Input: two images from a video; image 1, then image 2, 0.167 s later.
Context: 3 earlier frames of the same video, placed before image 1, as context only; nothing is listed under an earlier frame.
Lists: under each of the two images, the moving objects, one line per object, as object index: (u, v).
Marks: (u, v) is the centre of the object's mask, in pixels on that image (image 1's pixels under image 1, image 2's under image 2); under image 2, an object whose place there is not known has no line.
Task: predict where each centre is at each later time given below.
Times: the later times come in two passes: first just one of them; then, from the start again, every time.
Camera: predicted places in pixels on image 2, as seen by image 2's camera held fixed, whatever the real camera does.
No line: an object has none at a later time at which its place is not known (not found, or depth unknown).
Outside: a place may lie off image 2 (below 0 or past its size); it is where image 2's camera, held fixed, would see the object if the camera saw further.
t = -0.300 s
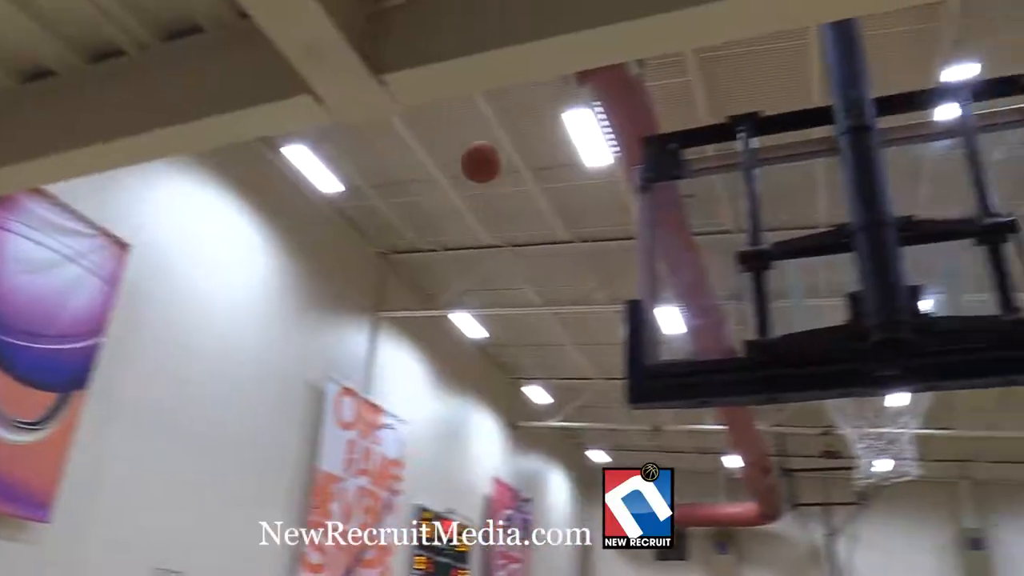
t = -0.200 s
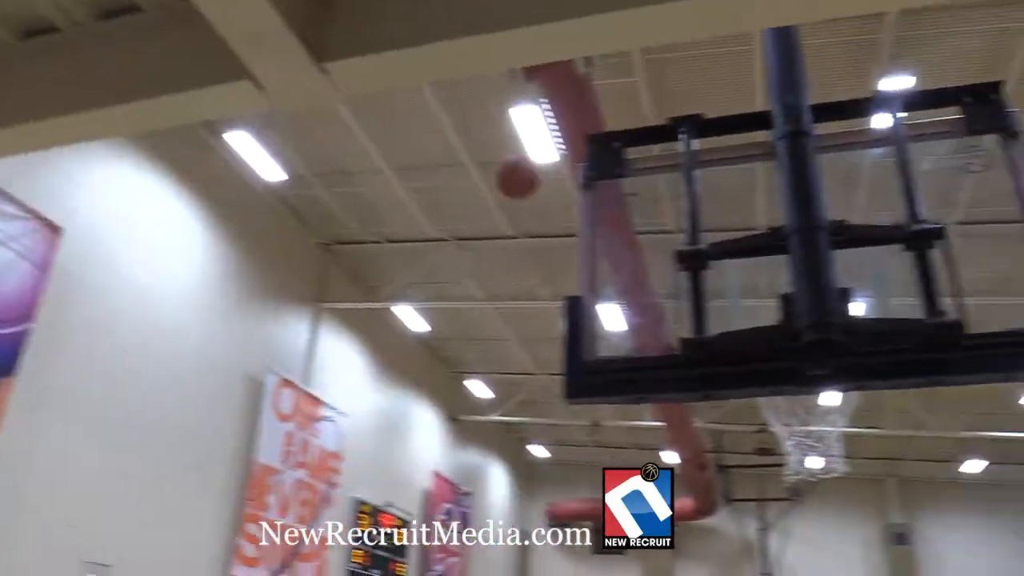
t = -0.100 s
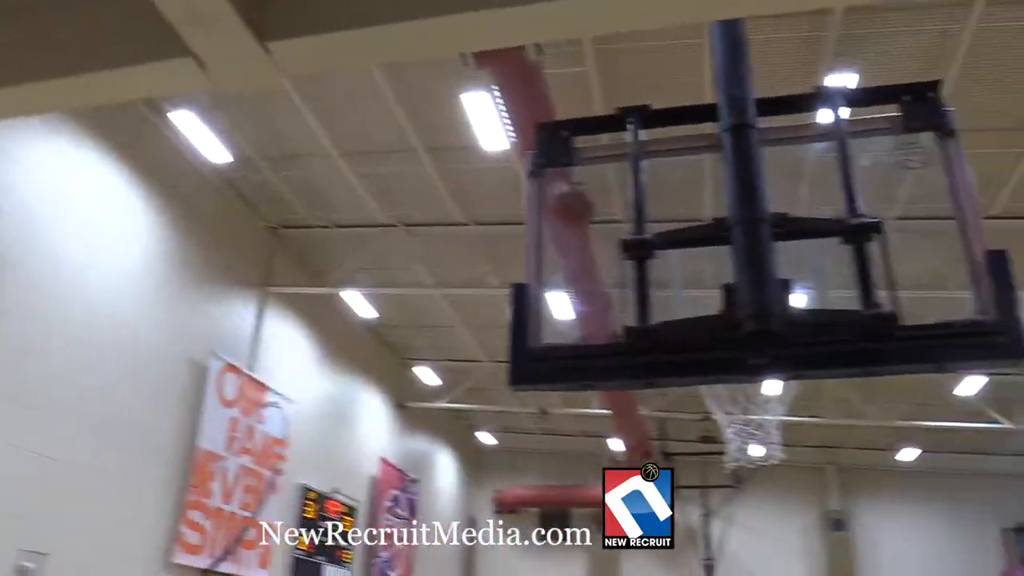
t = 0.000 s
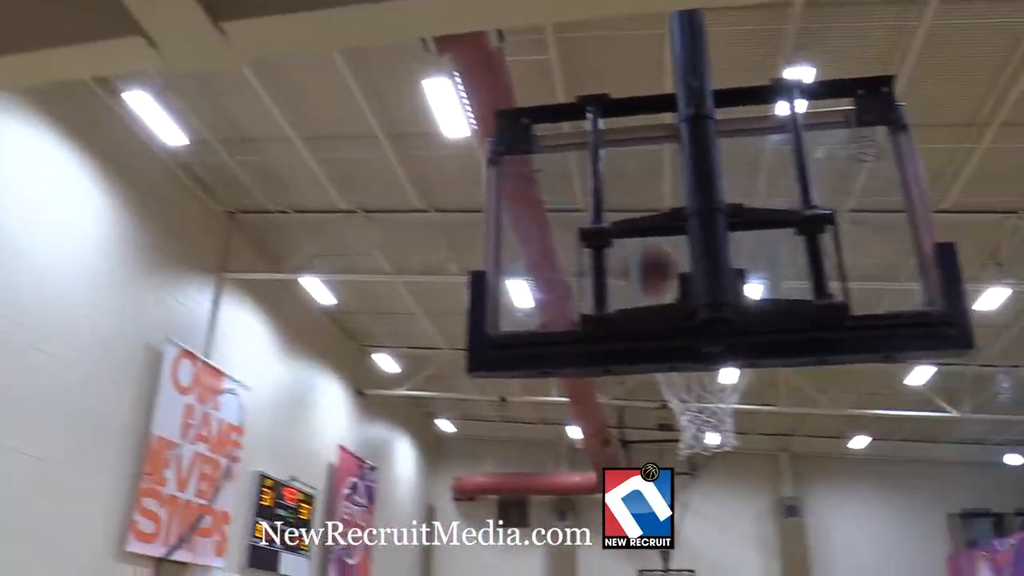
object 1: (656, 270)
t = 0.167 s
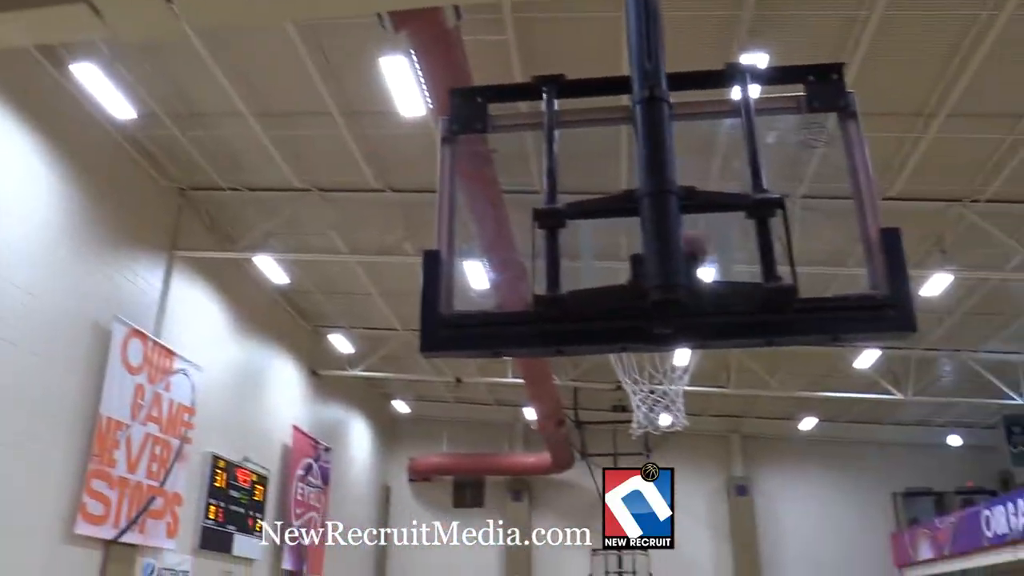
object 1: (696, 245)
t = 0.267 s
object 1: (697, 237)
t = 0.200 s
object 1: (696, 240)
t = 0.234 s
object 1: (697, 238)
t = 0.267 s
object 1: (697, 237)
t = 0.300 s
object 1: (699, 236)
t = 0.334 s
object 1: (699, 236)
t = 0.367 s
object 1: (700, 237)
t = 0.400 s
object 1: (700, 238)
